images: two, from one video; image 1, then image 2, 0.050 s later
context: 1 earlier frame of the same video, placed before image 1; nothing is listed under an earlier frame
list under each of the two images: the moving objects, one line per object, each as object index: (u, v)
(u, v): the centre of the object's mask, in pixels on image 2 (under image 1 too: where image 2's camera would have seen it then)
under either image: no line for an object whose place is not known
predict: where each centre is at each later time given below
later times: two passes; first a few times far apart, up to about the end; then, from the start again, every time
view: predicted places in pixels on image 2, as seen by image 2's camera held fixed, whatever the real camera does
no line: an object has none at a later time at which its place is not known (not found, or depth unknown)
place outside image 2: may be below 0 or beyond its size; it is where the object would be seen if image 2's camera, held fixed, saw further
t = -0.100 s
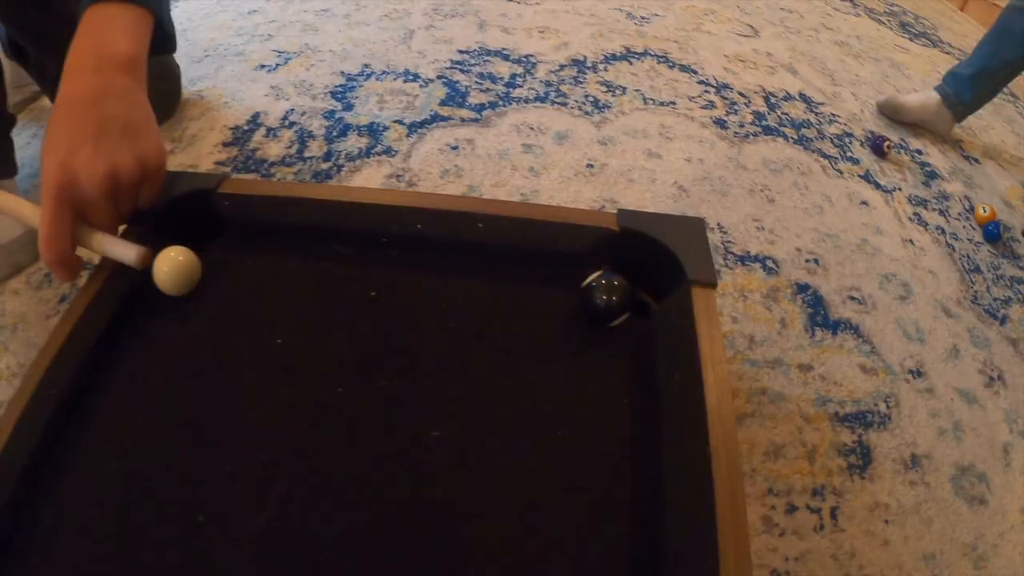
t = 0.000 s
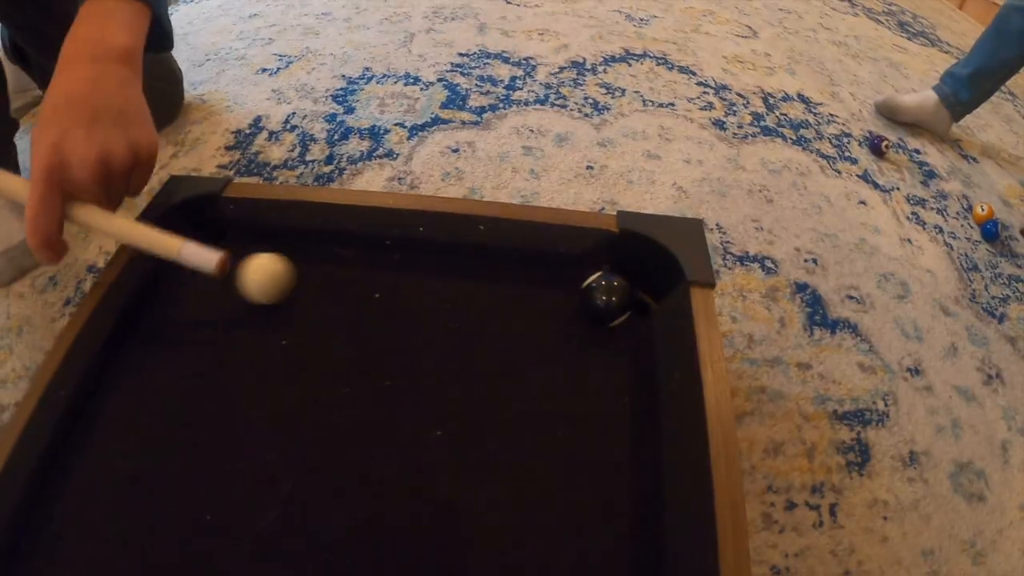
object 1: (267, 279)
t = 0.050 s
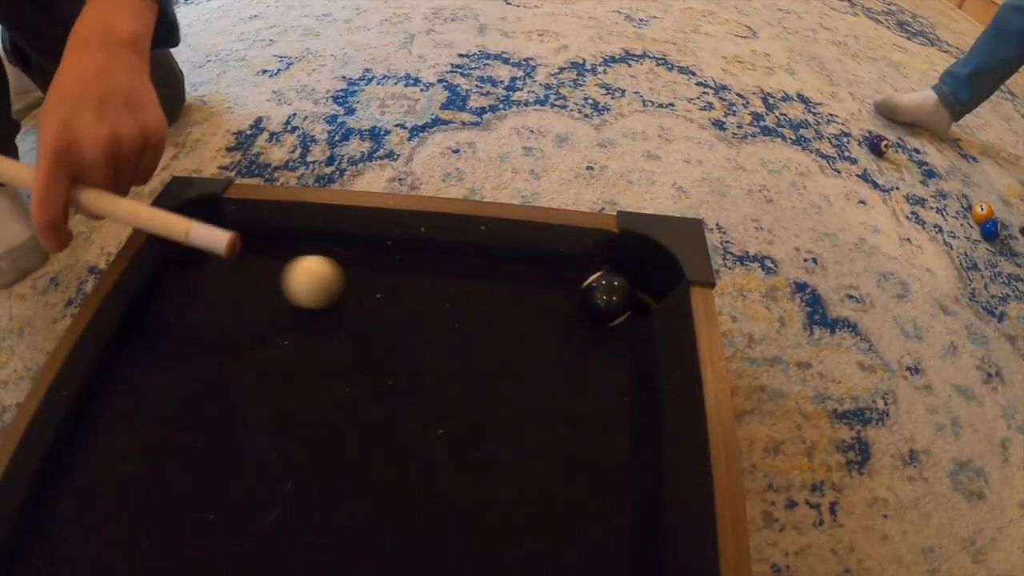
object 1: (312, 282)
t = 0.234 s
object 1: (485, 295)
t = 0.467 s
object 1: (590, 322)
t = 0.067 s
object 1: (328, 282)
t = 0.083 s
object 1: (344, 284)
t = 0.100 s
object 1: (359, 284)
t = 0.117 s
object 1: (374, 285)
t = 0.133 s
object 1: (390, 286)
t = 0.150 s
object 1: (406, 288)
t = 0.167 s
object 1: (422, 289)
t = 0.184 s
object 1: (437, 290)
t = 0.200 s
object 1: (453, 291)
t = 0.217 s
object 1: (469, 293)
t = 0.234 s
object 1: (485, 295)
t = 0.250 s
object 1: (500, 296)
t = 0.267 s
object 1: (516, 298)
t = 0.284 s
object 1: (532, 299)
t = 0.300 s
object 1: (547, 301)
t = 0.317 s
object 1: (556, 303)
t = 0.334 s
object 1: (558, 305)
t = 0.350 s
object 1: (561, 307)
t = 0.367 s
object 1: (566, 310)
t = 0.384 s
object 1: (570, 312)
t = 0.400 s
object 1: (574, 314)
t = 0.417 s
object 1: (578, 316)
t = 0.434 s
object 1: (582, 318)
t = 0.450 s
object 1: (586, 320)
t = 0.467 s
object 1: (590, 322)
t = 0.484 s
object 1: (593, 324)
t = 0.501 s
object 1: (597, 326)
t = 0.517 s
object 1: (600, 328)
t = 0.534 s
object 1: (603, 330)
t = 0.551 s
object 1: (606, 331)
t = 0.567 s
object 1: (609, 333)
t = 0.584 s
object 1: (612, 335)
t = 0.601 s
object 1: (615, 336)
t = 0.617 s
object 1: (617, 338)
